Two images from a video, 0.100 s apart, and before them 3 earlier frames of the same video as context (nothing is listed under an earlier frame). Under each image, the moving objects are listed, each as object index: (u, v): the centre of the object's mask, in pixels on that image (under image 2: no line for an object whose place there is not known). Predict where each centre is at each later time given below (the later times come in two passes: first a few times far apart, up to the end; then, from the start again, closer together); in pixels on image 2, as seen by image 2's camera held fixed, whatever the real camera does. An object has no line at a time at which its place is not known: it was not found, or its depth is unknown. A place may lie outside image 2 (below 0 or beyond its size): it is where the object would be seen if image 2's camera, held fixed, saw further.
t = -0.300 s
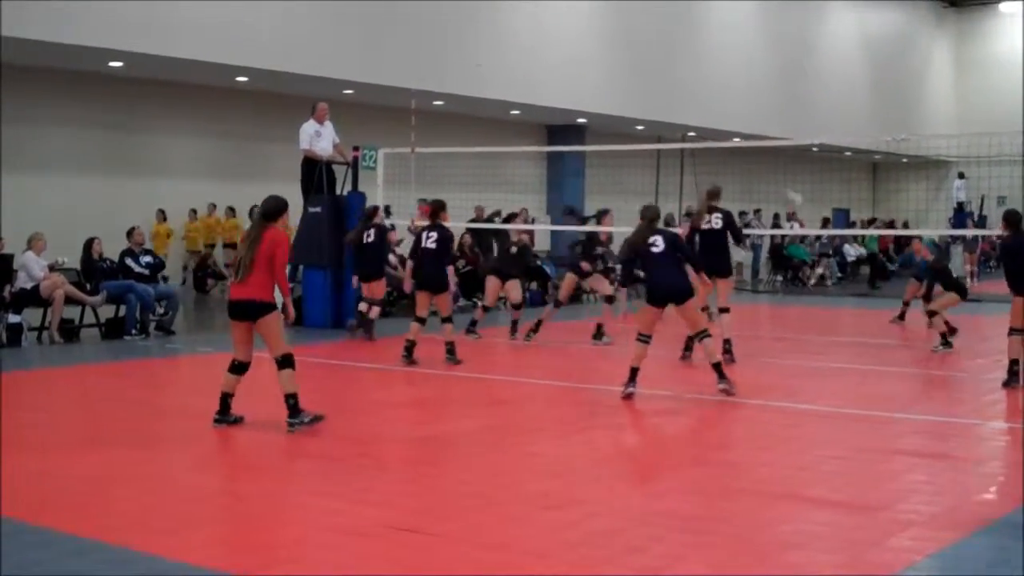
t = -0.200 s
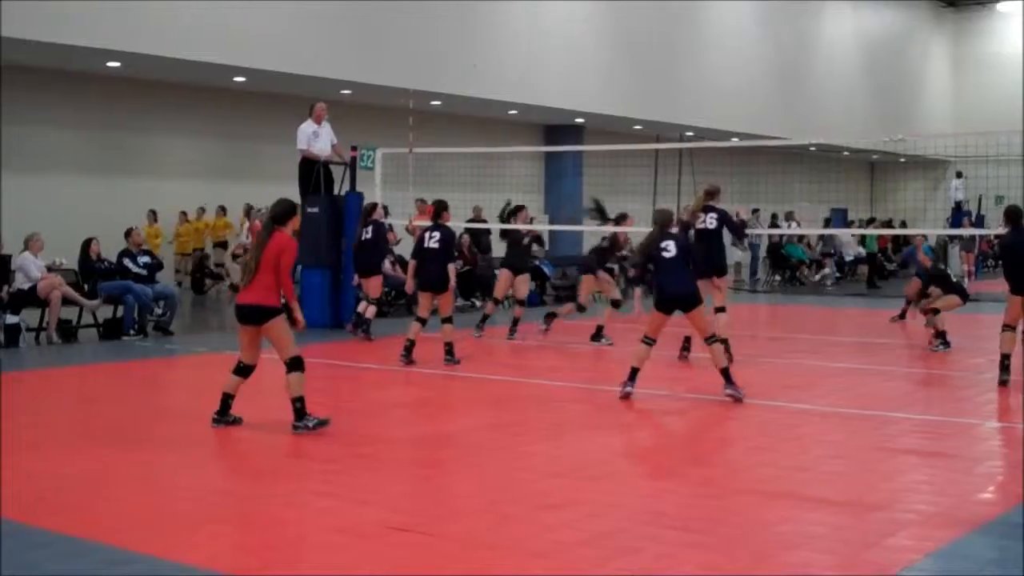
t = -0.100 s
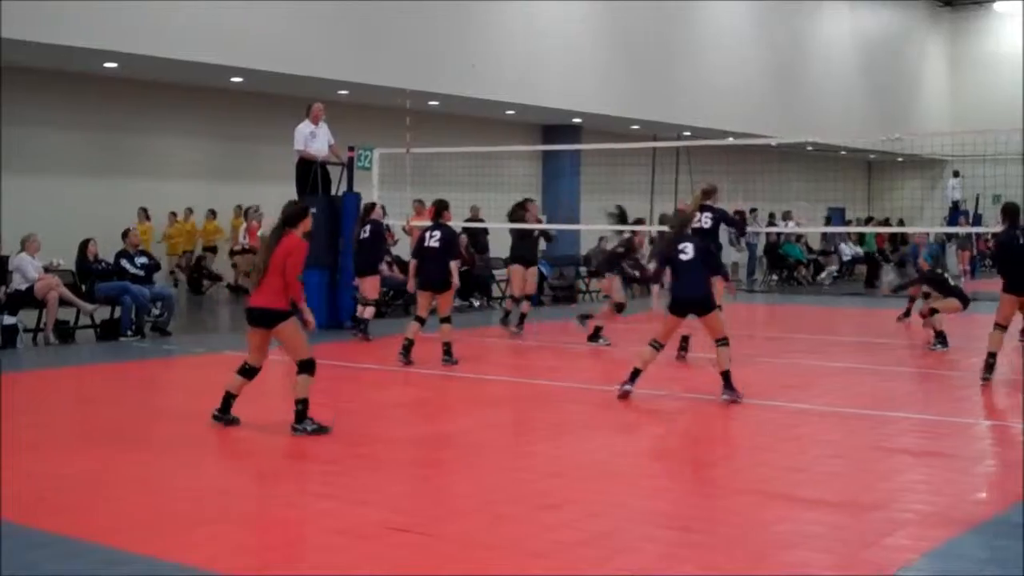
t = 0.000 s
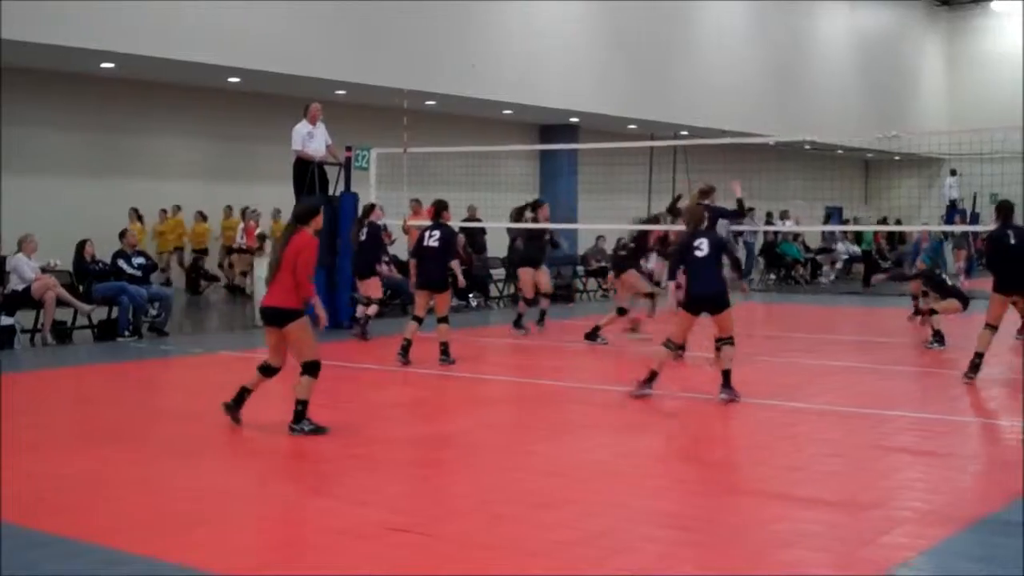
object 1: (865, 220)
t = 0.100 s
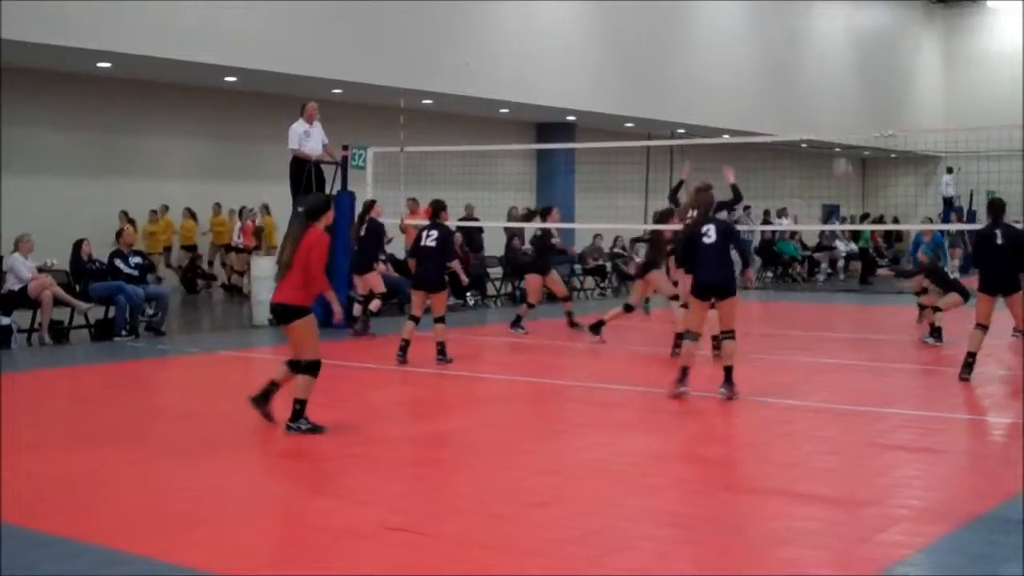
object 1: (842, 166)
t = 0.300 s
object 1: (805, 99)
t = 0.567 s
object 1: (755, 53)
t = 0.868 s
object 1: (701, 69)
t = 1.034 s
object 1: (671, 111)
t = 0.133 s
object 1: (836, 151)
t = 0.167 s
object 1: (829, 148)
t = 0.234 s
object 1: (816, 117)
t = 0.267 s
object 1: (810, 108)
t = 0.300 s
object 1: (805, 99)
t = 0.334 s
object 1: (799, 90)
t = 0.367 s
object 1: (791, 83)
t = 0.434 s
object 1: (778, 68)
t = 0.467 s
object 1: (773, 61)
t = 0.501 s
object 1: (768, 58)
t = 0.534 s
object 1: (761, 54)
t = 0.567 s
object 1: (755, 53)
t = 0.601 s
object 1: (748, 50)
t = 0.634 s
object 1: (742, 50)
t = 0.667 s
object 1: (737, 49)
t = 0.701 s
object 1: (731, 50)
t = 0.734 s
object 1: (726, 51)
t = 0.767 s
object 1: (719, 56)
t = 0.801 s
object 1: (713, 60)
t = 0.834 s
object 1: (707, 64)
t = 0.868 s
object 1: (701, 69)
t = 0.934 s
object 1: (692, 82)
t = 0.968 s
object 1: (686, 92)
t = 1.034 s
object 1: (671, 111)
